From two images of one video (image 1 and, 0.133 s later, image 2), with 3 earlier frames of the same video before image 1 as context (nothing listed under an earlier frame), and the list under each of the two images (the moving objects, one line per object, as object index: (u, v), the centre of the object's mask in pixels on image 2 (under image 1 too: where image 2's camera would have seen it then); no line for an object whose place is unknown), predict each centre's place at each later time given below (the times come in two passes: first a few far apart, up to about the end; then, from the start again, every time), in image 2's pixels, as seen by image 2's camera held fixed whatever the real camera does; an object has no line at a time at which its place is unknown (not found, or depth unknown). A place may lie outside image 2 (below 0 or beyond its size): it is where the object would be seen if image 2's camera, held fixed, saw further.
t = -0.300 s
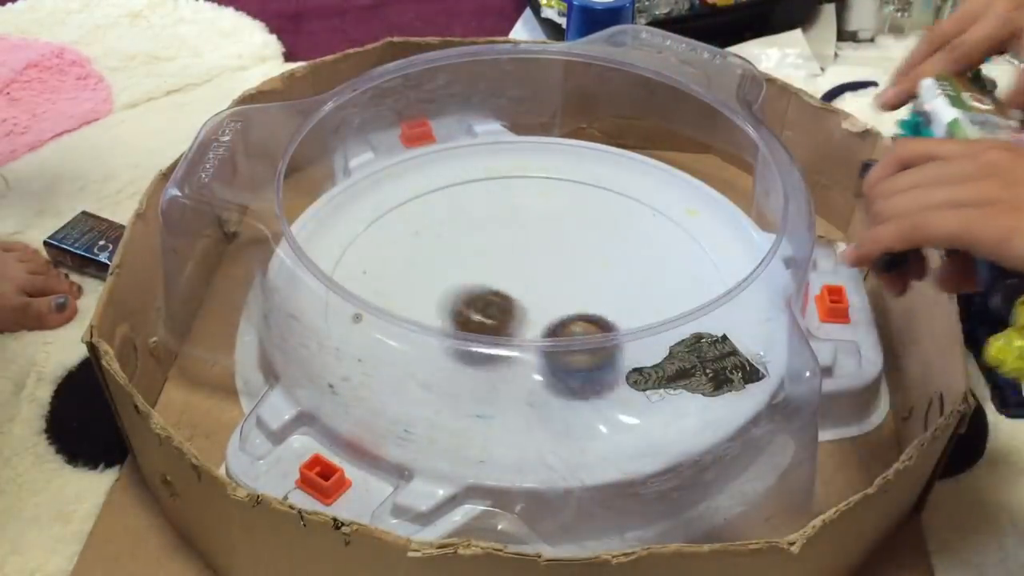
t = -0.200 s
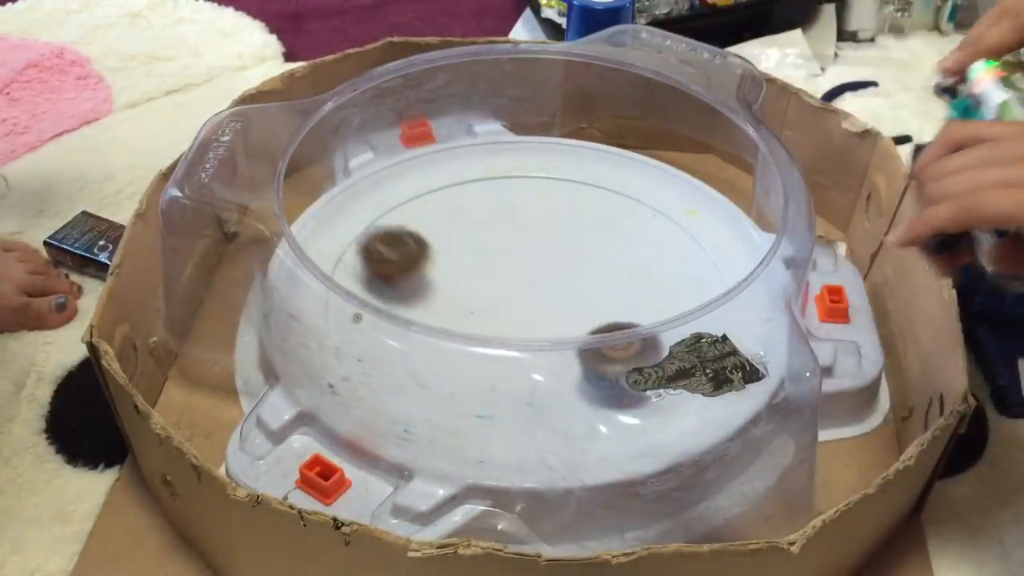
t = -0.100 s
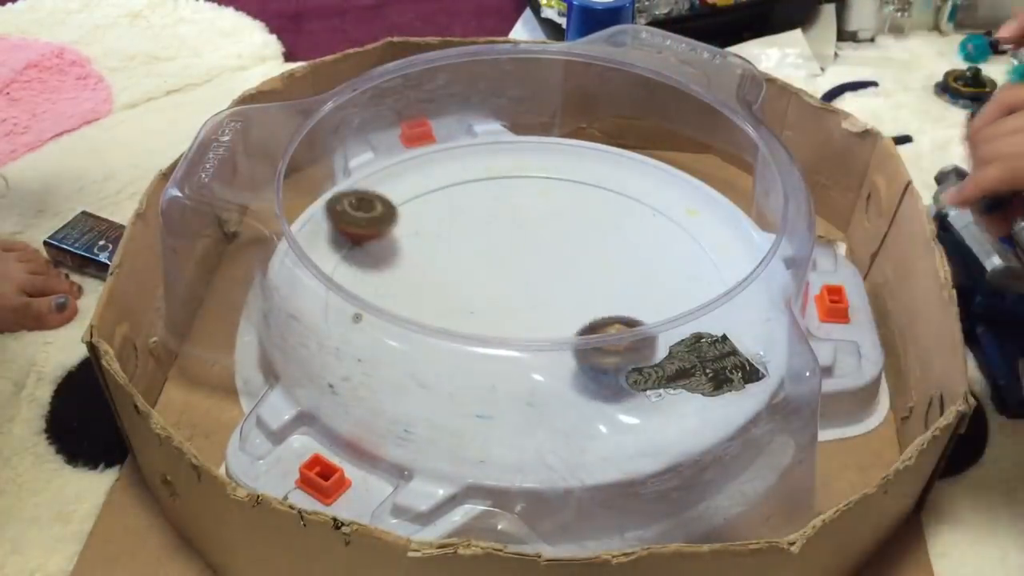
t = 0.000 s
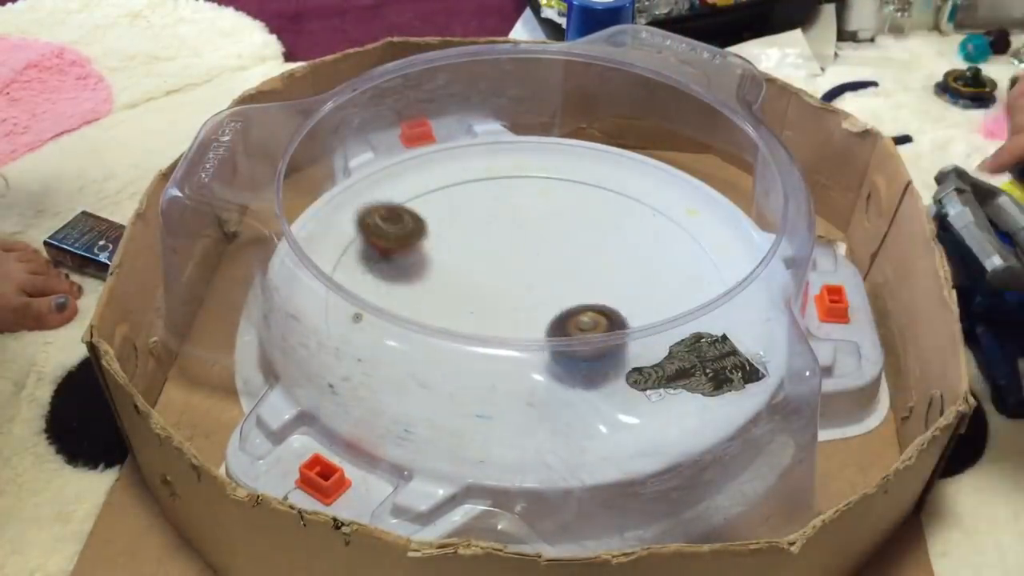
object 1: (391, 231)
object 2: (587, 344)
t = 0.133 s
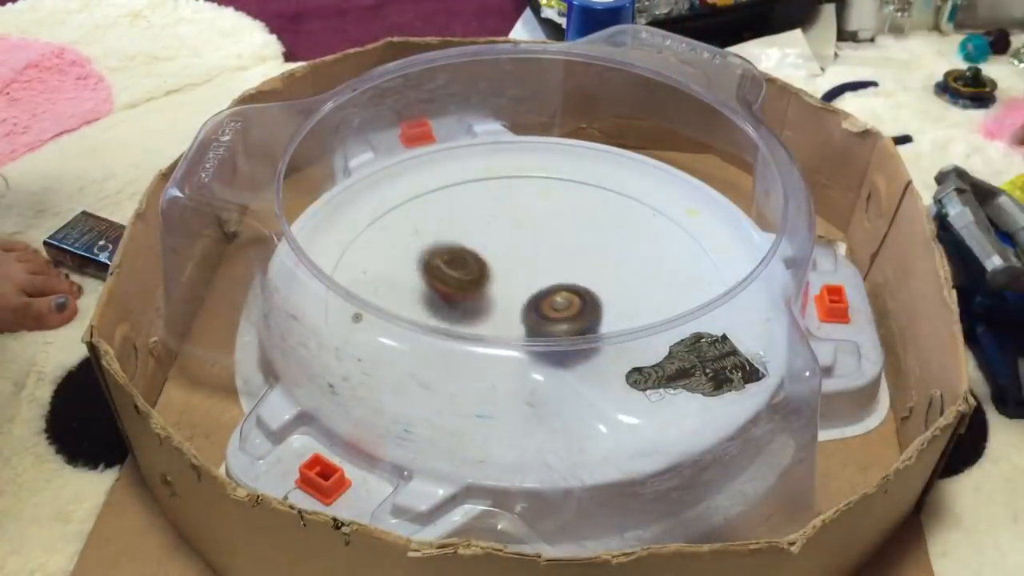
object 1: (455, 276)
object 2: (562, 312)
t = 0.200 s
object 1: (481, 292)
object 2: (561, 308)
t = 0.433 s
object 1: (486, 293)
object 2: (580, 296)
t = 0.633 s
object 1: (475, 277)
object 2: (580, 286)
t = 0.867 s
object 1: (468, 266)
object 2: (587, 281)
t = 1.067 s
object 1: (485, 260)
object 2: (570, 288)
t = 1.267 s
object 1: (484, 254)
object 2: (552, 294)
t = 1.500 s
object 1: (468, 245)
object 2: (539, 308)
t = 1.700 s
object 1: (456, 200)
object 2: (538, 369)
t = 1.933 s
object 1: (467, 244)
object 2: (456, 357)
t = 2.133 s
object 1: (552, 266)
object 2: (458, 332)
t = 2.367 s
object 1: (575, 276)
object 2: (482, 305)
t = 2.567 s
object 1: (577, 282)
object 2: (496, 303)
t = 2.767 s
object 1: (638, 258)
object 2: (465, 306)
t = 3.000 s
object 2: (470, 301)
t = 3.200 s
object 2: (489, 298)
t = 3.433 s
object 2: (406, 285)
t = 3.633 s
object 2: (419, 279)
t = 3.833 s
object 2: (452, 280)
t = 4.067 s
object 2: (474, 287)
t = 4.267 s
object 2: (488, 292)
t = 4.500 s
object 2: (490, 289)
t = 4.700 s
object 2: (433, 241)
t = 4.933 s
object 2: (429, 193)
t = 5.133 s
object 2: (524, 248)
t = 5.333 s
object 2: (532, 304)
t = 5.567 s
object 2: (385, 309)
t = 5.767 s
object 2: (373, 284)
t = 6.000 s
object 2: (454, 285)
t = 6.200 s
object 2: (522, 296)
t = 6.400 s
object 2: (581, 301)
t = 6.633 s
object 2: (606, 306)
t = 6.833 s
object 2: (601, 307)
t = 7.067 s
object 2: (596, 307)
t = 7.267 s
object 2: (582, 305)
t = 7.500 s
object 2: (563, 304)
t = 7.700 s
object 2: (646, 327)
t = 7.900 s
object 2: (597, 347)
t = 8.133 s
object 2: (556, 336)
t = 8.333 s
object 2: (647, 335)
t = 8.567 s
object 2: (609, 341)
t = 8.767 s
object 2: (562, 324)
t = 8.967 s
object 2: (576, 324)
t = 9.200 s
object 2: (558, 318)
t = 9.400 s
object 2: (555, 328)
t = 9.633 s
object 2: (538, 331)
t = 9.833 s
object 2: (528, 334)
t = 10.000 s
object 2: (527, 345)
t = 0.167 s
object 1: (472, 286)
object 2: (559, 310)
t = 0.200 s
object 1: (481, 292)
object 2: (561, 308)
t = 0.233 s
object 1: (481, 294)
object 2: (568, 306)
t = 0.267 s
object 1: (481, 295)
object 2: (571, 305)
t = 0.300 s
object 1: (483, 297)
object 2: (574, 303)
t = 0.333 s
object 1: (487, 297)
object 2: (575, 301)
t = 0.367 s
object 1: (491, 295)
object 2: (575, 299)
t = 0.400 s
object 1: (491, 295)
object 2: (577, 298)
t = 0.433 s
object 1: (486, 293)
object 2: (580, 296)
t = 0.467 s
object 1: (481, 290)
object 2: (582, 294)
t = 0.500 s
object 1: (475, 286)
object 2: (583, 292)
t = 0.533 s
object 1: (471, 283)
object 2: (583, 290)
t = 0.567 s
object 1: (470, 281)
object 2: (583, 288)
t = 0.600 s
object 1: (471, 279)
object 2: (582, 286)
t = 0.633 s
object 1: (475, 277)
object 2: (580, 286)
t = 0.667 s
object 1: (480, 274)
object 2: (578, 284)
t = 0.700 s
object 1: (488, 271)
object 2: (576, 283)
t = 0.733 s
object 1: (494, 269)
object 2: (575, 282)
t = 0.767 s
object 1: (488, 266)
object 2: (582, 281)
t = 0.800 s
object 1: (480, 265)
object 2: (586, 280)
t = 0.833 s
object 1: (473, 264)
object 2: (587, 280)
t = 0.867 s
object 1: (468, 266)
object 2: (587, 281)
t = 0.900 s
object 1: (465, 268)
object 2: (585, 282)
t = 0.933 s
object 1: (465, 270)
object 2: (582, 283)
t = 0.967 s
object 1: (469, 270)
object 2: (580, 285)
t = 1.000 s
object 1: (474, 268)
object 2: (576, 286)
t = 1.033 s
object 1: (480, 264)
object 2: (573, 287)
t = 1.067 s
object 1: (485, 260)
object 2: (570, 288)
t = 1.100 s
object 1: (486, 257)
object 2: (566, 290)
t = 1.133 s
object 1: (487, 255)
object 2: (562, 290)
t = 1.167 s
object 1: (487, 249)
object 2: (558, 291)
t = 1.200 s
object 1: (488, 249)
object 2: (555, 292)
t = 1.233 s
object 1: (486, 250)
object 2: (553, 293)
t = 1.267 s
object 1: (484, 254)
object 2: (552, 294)
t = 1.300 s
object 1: (483, 254)
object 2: (553, 296)
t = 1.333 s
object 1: (479, 253)
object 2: (553, 298)
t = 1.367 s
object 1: (472, 251)
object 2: (552, 300)
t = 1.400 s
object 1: (469, 251)
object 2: (548, 301)
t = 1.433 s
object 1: (470, 254)
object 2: (542, 301)
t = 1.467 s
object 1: (473, 258)
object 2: (535, 302)
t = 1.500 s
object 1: (468, 245)
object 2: (539, 308)
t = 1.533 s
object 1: (461, 223)
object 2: (547, 326)
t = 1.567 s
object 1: (458, 210)
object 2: (551, 342)
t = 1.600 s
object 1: (455, 201)
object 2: (553, 351)
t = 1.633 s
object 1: (455, 196)
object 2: (551, 359)
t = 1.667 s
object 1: (456, 199)
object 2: (546, 365)
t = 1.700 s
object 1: (456, 200)
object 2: (538, 369)
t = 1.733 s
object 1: (457, 206)
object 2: (525, 373)
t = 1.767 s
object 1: (457, 212)
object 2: (510, 373)
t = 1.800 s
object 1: (457, 219)
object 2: (494, 372)
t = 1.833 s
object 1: (456, 226)
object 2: (480, 371)
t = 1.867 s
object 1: (455, 231)
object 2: (469, 367)
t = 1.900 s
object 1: (458, 237)
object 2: (460, 362)
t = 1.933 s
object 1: (467, 244)
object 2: (456, 357)
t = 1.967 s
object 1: (478, 250)
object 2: (453, 352)
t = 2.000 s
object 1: (492, 256)
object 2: (452, 348)
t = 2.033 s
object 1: (507, 262)
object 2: (453, 343)
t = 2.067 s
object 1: (523, 263)
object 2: (454, 339)
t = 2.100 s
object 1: (539, 264)
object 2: (456, 335)
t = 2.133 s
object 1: (552, 266)
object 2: (458, 332)
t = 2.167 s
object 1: (563, 267)
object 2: (460, 328)
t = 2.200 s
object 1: (571, 265)
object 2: (463, 325)
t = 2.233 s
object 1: (575, 269)
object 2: (466, 322)
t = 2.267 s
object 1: (576, 270)
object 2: (470, 319)
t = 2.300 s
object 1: (578, 271)
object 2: (473, 317)
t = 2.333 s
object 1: (578, 274)
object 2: (478, 305)
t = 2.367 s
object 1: (575, 276)
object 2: (482, 305)
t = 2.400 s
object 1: (573, 277)
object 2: (486, 305)
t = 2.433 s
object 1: (571, 279)
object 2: (490, 304)
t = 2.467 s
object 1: (569, 281)
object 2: (494, 304)
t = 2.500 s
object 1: (573, 283)
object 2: (494, 304)
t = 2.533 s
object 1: (575, 282)
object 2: (494, 303)
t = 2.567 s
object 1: (577, 282)
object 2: (496, 303)
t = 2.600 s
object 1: (577, 281)
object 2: (497, 303)
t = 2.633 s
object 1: (578, 280)
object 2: (500, 303)
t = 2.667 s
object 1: (580, 279)
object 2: (500, 304)
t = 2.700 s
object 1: (601, 268)
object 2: (485, 306)
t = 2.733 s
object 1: (623, 263)
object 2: (473, 306)
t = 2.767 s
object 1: (638, 258)
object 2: (465, 306)
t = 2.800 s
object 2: (460, 306)
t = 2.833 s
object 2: (459, 305)
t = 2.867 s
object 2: (459, 304)
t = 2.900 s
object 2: (460, 302)
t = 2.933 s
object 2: (464, 302)
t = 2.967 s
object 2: (467, 302)
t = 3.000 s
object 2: (470, 301)
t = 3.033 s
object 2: (473, 301)
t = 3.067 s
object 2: (476, 300)
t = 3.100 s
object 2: (479, 300)
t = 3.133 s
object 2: (482, 299)
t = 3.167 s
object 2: (486, 299)
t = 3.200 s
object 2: (489, 298)
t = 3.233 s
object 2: (493, 298)
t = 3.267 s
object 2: (497, 298)
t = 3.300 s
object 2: (487, 297)
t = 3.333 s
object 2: (457, 295)
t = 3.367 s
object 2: (432, 292)
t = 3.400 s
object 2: (416, 288)
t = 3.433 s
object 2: (406, 285)
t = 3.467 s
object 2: (402, 283)
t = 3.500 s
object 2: (402, 282)
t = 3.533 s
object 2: (404, 281)
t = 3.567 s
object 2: (408, 280)
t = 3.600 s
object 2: (413, 279)
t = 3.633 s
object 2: (419, 279)
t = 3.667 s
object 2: (426, 278)
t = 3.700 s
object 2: (432, 278)
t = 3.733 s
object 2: (438, 279)
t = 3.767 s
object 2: (444, 279)
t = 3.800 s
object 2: (448, 280)
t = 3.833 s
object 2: (452, 280)
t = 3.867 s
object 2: (455, 281)
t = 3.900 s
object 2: (457, 281)
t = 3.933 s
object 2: (459, 281)
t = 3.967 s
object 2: (463, 282)
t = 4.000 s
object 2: (466, 283)
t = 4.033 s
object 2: (470, 285)
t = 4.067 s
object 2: (474, 287)
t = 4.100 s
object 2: (477, 288)
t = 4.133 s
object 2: (480, 289)
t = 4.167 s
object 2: (482, 290)
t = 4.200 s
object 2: (485, 291)
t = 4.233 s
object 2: (487, 291)
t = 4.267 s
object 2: (488, 292)
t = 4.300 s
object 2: (489, 293)
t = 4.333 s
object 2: (491, 293)
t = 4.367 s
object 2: (491, 293)
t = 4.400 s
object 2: (488, 292)
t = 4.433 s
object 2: (488, 290)
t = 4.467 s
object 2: (489, 290)
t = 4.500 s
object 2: (490, 289)
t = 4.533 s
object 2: (486, 285)
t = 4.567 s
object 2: (485, 283)
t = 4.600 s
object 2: (484, 282)
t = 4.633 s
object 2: (484, 282)
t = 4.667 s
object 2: (461, 266)
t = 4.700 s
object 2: (433, 241)
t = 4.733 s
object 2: (411, 220)
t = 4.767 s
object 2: (396, 201)
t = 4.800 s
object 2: (394, 190)
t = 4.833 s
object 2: (398, 187)
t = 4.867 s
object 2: (406, 187)
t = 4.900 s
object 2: (416, 190)
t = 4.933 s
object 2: (429, 193)
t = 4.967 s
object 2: (443, 199)
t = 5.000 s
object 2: (459, 207)
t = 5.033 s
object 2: (475, 215)
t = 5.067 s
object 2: (492, 226)
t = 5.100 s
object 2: (508, 237)
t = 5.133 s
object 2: (524, 248)
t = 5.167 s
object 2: (538, 260)
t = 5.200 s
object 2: (550, 271)
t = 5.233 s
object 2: (559, 283)
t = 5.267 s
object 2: (565, 294)
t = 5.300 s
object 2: (551, 300)
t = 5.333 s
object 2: (532, 304)
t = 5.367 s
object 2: (512, 308)
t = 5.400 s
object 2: (490, 307)
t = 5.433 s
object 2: (467, 320)
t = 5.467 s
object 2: (443, 320)
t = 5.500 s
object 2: (421, 317)
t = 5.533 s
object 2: (401, 314)
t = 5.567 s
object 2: (385, 309)
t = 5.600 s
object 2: (372, 303)
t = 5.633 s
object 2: (364, 298)
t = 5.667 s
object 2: (359, 292)
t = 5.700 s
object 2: (360, 288)
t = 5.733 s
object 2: (364, 286)
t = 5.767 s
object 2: (373, 284)
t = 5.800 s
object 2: (383, 283)
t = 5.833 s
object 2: (395, 277)
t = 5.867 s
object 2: (408, 281)
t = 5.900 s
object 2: (421, 284)
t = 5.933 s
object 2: (432, 286)
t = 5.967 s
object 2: (443, 285)
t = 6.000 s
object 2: (454, 285)
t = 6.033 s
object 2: (466, 287)
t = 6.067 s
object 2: (478, 288)
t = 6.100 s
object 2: (491, 290)
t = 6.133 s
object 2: (501, 292)
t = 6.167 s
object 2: (512, 295)
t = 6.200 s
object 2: (522, 296)
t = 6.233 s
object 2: (533, 300)
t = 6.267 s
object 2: (544, 301)
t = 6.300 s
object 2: (554, 301)
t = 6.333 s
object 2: (563, 302)
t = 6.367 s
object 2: (573, 301)
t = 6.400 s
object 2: (581, 301)
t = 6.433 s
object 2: (589, 302)
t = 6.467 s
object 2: (596, 303)
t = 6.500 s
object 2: (602, 304)
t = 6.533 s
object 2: (605, 305)
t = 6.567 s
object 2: (607, 305)
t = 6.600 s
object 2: (607, 306)
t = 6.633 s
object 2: (606, 306)
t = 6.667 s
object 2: (602, 308)
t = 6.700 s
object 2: (600, 307)
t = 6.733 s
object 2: (597, 308)
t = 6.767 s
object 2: (597, 307)
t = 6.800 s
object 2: (601, 307)
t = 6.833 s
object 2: (601, 307)
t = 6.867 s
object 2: (602, 307)
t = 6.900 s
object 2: (601, 307)
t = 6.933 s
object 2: (600, 307)
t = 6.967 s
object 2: (600, 306)
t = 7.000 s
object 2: (599, 306)
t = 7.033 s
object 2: (597, 307)
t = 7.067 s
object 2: (596, 307)
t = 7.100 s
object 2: (594, 307)
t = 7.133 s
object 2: (592, 306)
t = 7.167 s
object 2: (590, 306)
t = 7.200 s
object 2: (588, 305)
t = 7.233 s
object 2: (585, 305)
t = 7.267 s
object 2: (582, 305)
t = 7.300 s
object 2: (579, 304)
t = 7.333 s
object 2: (576, 304)
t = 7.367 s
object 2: (572, 304)
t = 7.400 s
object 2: (568, 303)
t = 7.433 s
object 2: (564, 304)
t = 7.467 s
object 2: (559, 304)
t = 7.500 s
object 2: (563, 304)
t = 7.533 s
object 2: (591, 305)
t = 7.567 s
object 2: (615, 318)
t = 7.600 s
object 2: (633, 321)
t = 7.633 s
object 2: (643, 322)
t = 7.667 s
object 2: (647, 324)
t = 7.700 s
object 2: (646, 327)
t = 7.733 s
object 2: (641, 330)
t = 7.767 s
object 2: (633, 336)
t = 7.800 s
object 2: (625, 340)
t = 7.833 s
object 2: (615, 344)
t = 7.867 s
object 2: (606, 346)
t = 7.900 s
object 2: (597, 347)
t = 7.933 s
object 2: (589, 346)
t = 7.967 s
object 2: (581, 345)
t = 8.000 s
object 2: (573, 342)
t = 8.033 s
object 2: (565, 340)
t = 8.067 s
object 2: (559, 338)
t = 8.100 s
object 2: (555, 336)
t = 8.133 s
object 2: (556, 336)
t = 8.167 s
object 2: (584, 341)
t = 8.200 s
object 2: (609, 342)
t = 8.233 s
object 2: (627, 339)
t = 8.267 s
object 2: (642, 332)
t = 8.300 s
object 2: (646, 334)
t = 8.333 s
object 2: (647, 335)
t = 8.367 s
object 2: (646, 336)
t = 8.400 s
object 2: (643, 338)
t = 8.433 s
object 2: (638, 339)
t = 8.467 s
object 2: (633, 340)
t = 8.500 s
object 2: (625, 342)
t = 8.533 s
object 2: (618, 342)
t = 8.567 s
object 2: (609, 341)
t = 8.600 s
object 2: (600, 340)
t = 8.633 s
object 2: (590, 337)
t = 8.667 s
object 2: (582, 334)
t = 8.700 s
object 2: (573, 330)
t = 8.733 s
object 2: (567, 328)
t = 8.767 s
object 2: (562, 324)
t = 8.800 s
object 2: (560, 322)
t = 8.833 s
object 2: (568, 324)
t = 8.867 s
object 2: (575, 326)
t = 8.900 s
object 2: (578, 325)
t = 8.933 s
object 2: (577, 325)
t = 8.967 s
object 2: (576, 324)
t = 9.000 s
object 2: (574, 323)
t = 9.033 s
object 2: (571, 322)
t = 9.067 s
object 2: (569, 321)
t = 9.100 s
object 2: (566, 320)
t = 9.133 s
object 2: (564, 320)
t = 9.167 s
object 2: (561, 319)
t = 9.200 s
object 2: (558, 318)
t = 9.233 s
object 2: (553, 317)
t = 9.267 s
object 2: (554, 320)
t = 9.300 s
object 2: (557, 324)
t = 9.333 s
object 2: (558, 327)
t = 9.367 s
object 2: (557, 328)
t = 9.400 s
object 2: (555, 328)
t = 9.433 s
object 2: (552, 328)
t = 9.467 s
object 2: (550, 329)
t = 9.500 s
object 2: (547, 329)
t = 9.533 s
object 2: (545, 329)
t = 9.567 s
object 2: (543, 330)
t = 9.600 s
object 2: (540, 330)
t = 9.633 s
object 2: (538, 331)
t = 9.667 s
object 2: (537, 332)
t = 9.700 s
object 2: (535, 332)
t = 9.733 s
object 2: (533, 332)
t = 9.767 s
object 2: (531, 333)
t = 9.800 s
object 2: (529, 334)
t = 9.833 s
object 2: (528, 334)
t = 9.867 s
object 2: (526, 335)
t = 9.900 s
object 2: (525, 335)
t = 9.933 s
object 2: (523, 335)
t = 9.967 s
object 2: (522, 336)
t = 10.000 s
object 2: (527, 345)
